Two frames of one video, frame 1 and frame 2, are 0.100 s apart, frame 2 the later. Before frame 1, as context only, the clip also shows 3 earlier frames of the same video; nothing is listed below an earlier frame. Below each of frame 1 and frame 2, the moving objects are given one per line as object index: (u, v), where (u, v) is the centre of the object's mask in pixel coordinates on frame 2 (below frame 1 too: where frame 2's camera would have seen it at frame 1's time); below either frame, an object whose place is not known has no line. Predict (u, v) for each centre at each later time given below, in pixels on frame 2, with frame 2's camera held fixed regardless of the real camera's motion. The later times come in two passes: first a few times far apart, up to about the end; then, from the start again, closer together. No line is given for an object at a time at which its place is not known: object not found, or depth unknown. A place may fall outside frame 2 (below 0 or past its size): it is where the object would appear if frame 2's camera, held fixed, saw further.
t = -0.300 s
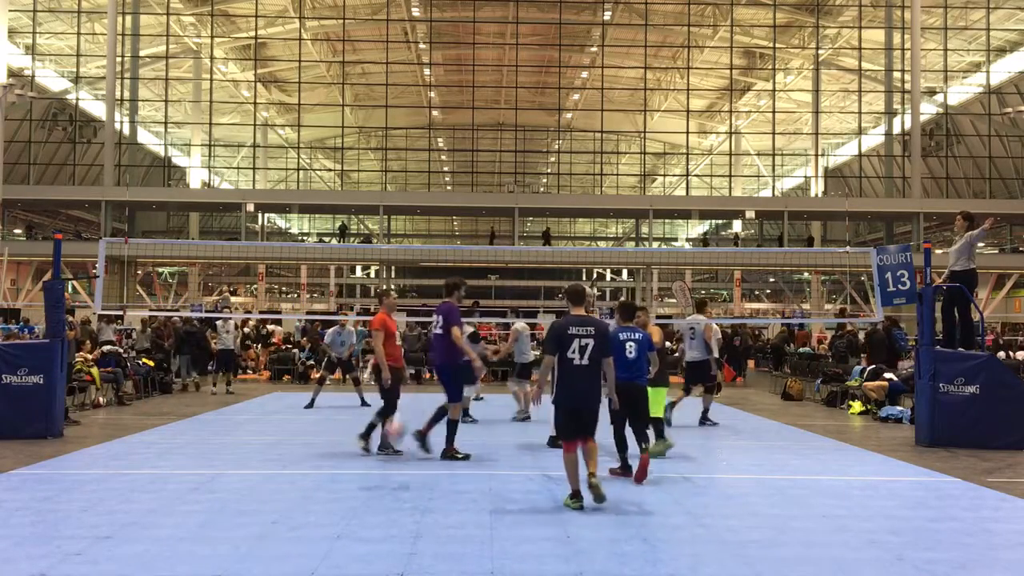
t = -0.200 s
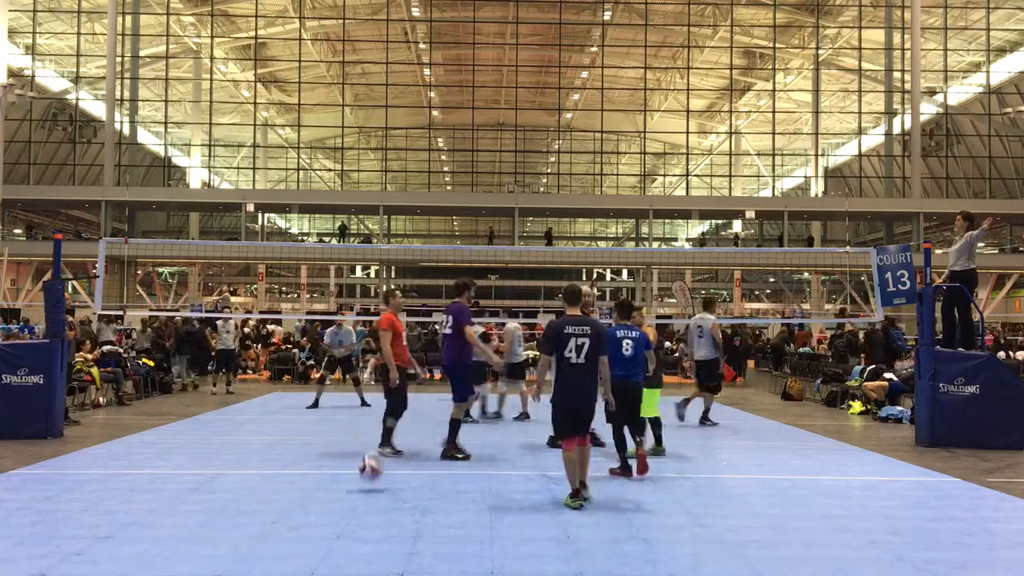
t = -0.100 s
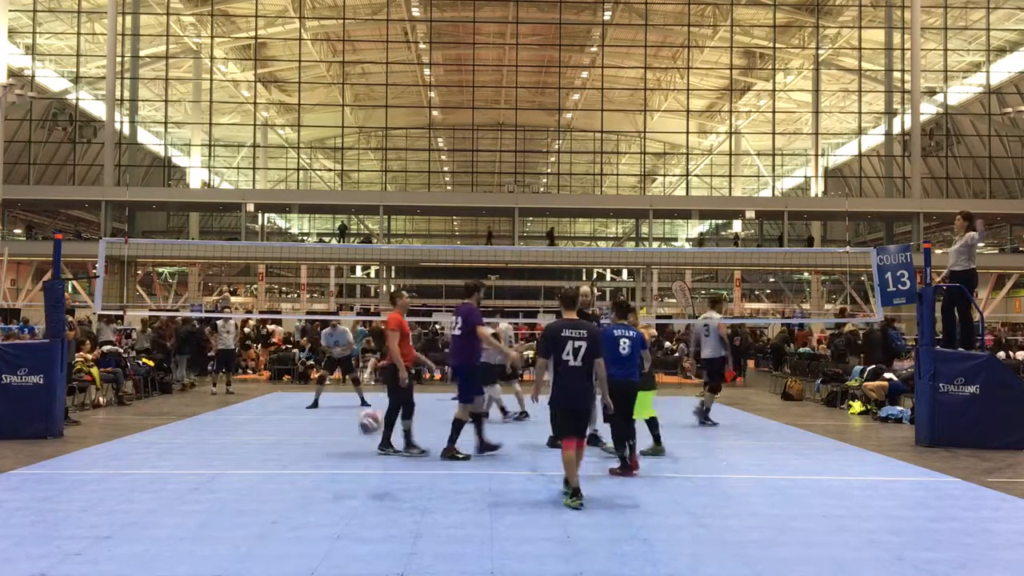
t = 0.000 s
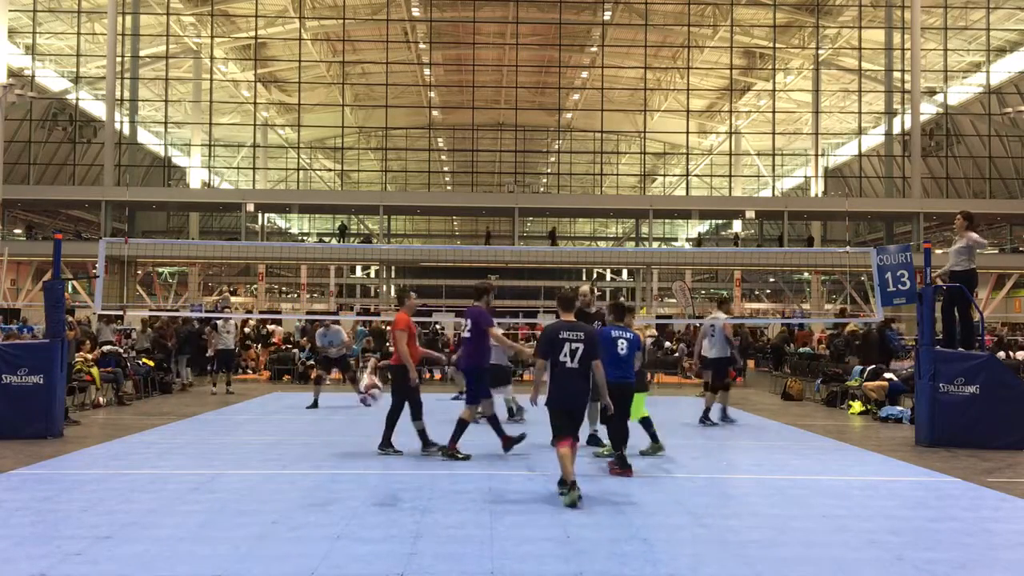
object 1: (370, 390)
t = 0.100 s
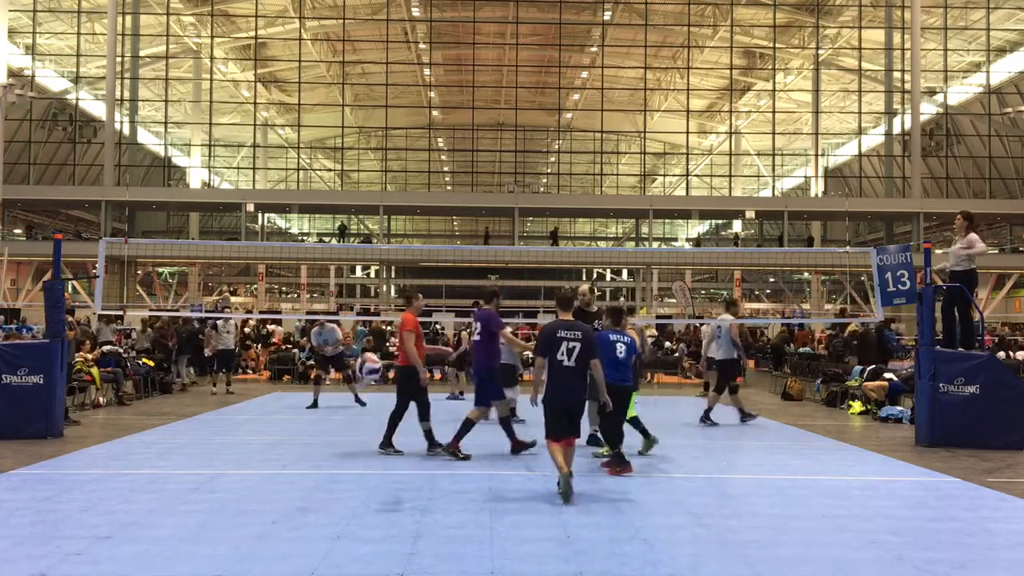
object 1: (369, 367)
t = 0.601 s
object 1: (359, 452)
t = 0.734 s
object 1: (355, 533)
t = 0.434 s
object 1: (364, 379)
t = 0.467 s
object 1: (363, 391)
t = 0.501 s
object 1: (362, 403)
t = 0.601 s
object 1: (359, 452)
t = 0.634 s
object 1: (358, 474)
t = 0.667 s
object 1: (358, 496)
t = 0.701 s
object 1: (357, 528)
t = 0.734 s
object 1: (355, 533)
